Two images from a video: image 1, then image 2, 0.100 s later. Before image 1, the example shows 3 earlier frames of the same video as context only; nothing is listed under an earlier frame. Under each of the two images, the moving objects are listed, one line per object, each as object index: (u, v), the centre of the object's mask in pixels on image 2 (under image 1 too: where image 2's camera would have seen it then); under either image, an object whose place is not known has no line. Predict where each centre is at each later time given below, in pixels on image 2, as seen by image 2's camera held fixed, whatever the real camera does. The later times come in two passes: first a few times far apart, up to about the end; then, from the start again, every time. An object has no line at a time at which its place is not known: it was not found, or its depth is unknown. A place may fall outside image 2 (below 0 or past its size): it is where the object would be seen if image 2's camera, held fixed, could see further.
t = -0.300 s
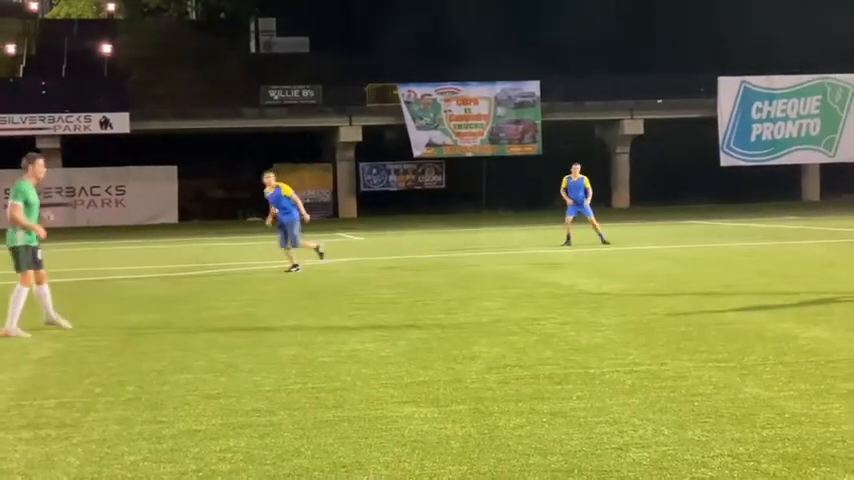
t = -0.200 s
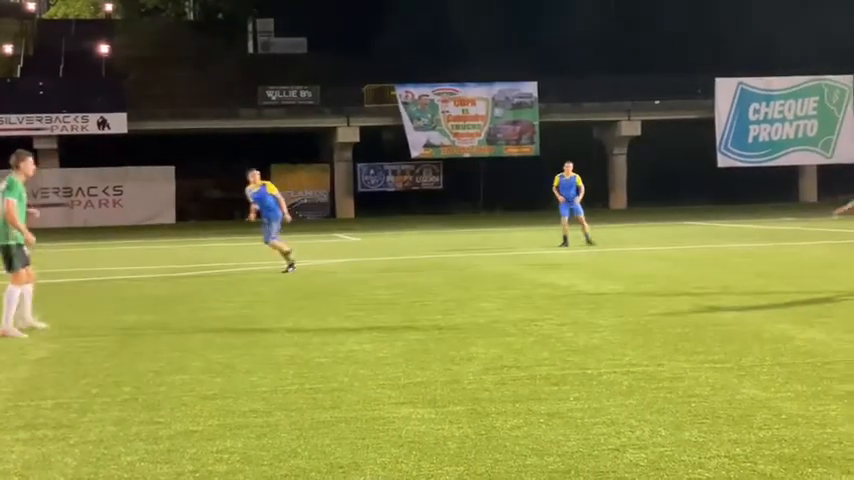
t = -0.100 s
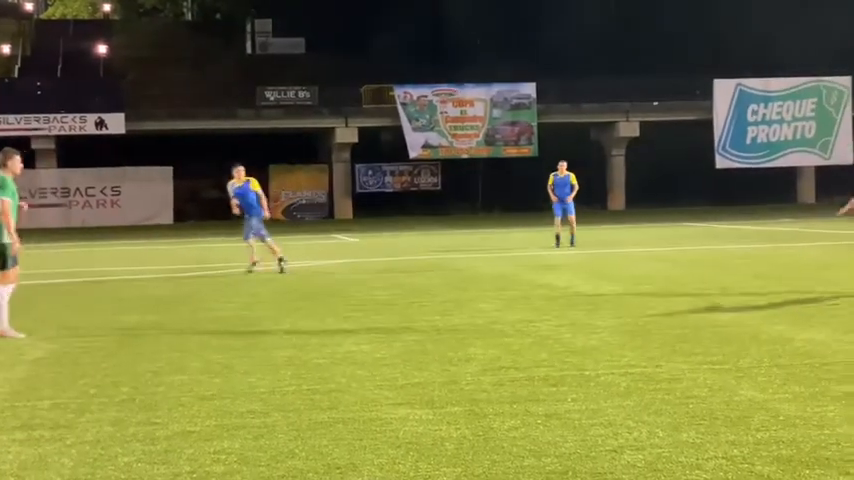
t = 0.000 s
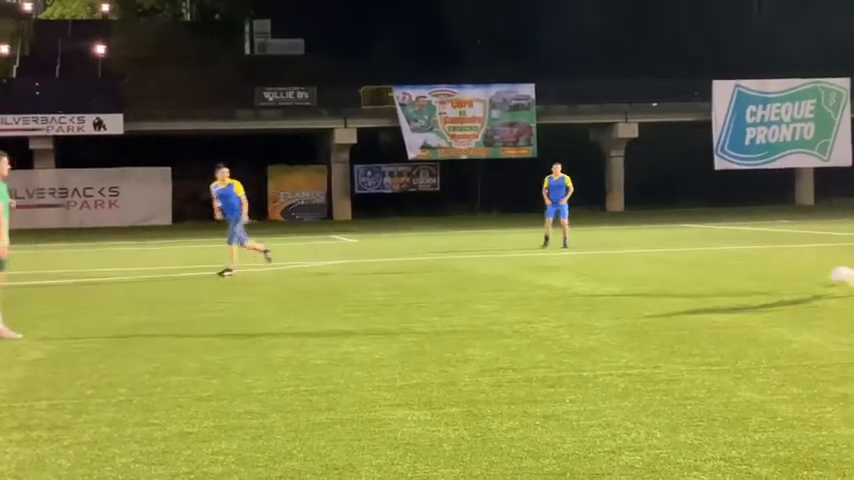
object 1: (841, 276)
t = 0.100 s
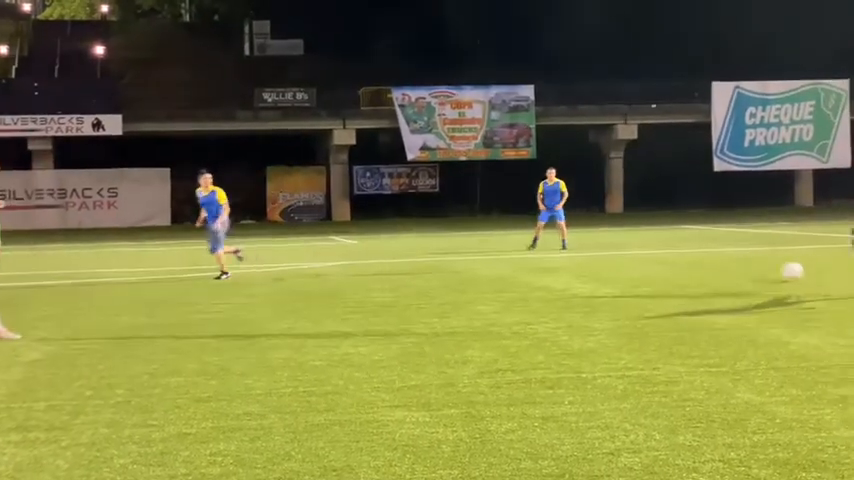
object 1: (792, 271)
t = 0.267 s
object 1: (726, 264)
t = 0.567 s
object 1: (642, 258)
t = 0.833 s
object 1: (591, 252)
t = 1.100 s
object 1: (556, 249)
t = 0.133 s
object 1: (777, 270)
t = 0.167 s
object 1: (762, 270)
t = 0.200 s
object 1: (750, 268)
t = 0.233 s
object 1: (737, 265)
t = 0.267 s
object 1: (726, 264)
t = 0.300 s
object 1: (715, 263)
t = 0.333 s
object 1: (704, 262)
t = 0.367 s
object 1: (693, 263)
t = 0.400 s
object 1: (684, 262)
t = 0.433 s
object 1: (675, 260)
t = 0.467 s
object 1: (666, 259)
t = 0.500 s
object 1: (658, 258)
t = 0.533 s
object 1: (649, 258)
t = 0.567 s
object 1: (642, 258)
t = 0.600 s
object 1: (634, 256)
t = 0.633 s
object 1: (627, 255)
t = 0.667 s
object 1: (620, 255)
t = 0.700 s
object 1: (614, 255)
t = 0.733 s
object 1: (608, 254)
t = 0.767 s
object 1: (602, 252)
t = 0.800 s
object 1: (598, 252)
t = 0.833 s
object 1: (591, 252)
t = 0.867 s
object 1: (586, 252)
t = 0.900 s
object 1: (580, 251)
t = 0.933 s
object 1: (576, 249)
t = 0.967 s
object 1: (572, 249)
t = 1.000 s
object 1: (567, 249)
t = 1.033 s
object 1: (564, 249)
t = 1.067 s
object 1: (560, 249)
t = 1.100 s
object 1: (556, 249)
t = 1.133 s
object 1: (553, 249)
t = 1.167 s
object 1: (549, 248)
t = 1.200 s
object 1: (545, 249)
